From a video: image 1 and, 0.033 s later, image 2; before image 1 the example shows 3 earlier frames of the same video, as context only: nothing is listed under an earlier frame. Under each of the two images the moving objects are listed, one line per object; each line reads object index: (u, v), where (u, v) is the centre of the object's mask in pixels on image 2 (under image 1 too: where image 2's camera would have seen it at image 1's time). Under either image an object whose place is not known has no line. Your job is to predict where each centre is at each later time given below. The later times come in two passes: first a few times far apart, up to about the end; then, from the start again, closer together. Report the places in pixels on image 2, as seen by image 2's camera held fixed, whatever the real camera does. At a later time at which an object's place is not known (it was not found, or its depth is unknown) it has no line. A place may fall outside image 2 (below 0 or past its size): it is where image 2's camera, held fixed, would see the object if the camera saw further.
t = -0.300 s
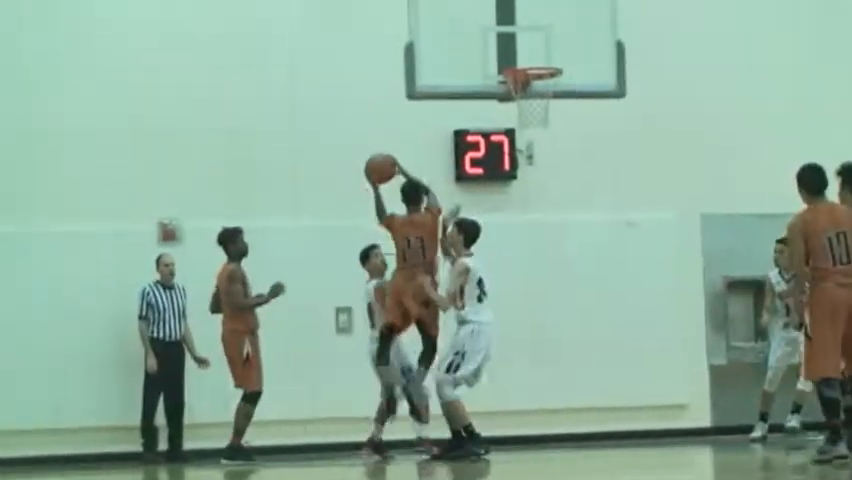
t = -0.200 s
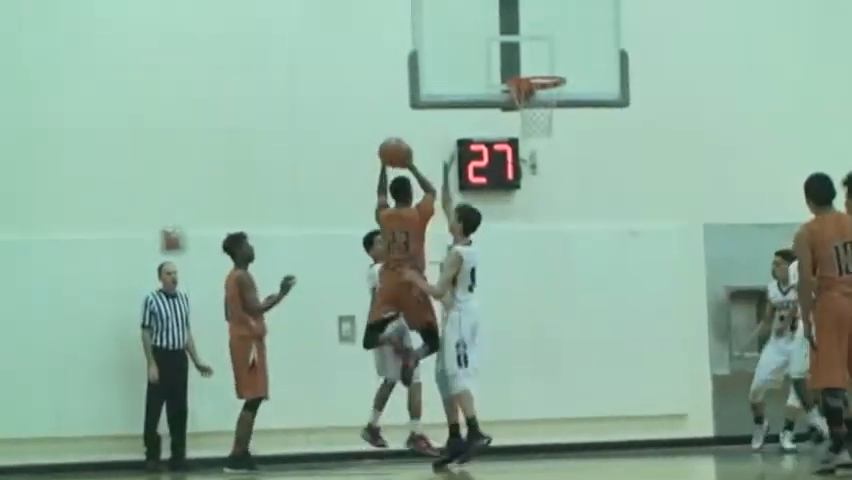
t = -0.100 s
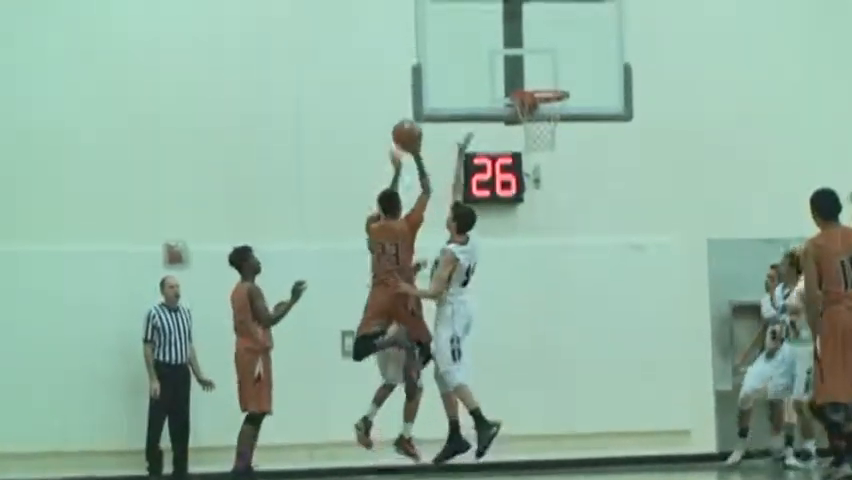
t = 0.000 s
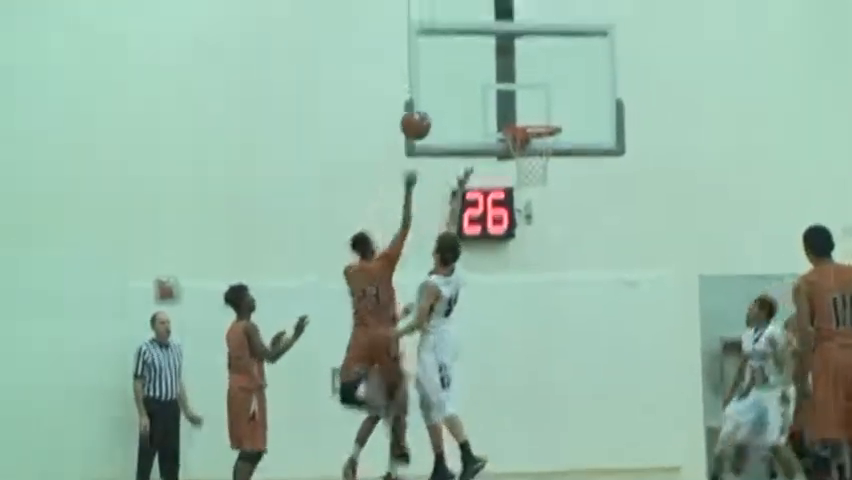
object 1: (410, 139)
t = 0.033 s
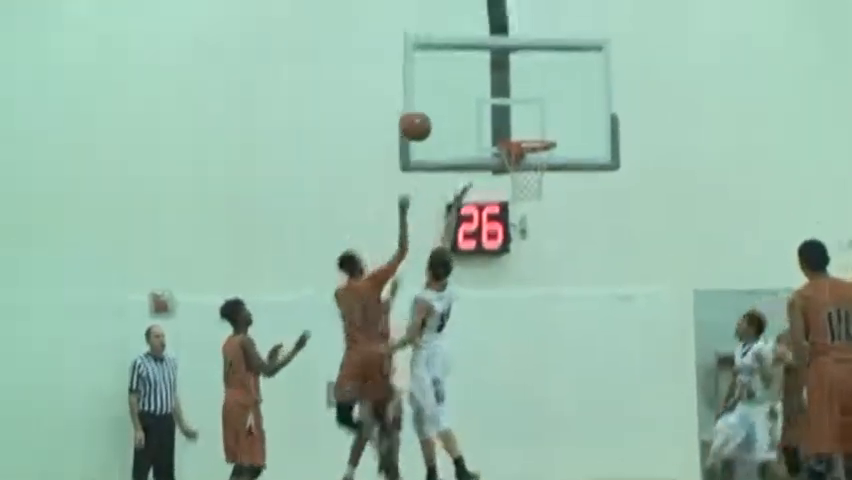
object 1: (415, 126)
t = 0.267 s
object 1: (457, 81)
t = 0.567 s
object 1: (516, 109)
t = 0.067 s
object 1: (422, 115)
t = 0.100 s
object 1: (428, 106)
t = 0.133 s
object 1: (434, 98)
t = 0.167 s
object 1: (440, 92)
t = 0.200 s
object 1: (446, 87)
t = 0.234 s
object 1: (451, 84)
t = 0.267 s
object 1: (457, 81)
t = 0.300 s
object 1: (463, 80)
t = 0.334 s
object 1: (469, 81)
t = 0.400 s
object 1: (480, 85)
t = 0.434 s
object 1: (484, 88)
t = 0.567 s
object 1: (516, 109)
